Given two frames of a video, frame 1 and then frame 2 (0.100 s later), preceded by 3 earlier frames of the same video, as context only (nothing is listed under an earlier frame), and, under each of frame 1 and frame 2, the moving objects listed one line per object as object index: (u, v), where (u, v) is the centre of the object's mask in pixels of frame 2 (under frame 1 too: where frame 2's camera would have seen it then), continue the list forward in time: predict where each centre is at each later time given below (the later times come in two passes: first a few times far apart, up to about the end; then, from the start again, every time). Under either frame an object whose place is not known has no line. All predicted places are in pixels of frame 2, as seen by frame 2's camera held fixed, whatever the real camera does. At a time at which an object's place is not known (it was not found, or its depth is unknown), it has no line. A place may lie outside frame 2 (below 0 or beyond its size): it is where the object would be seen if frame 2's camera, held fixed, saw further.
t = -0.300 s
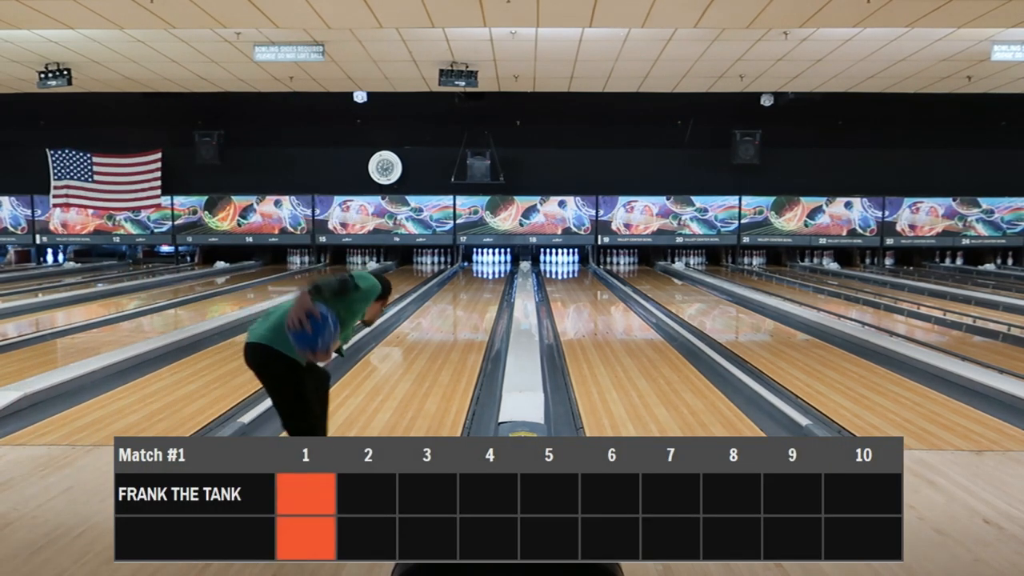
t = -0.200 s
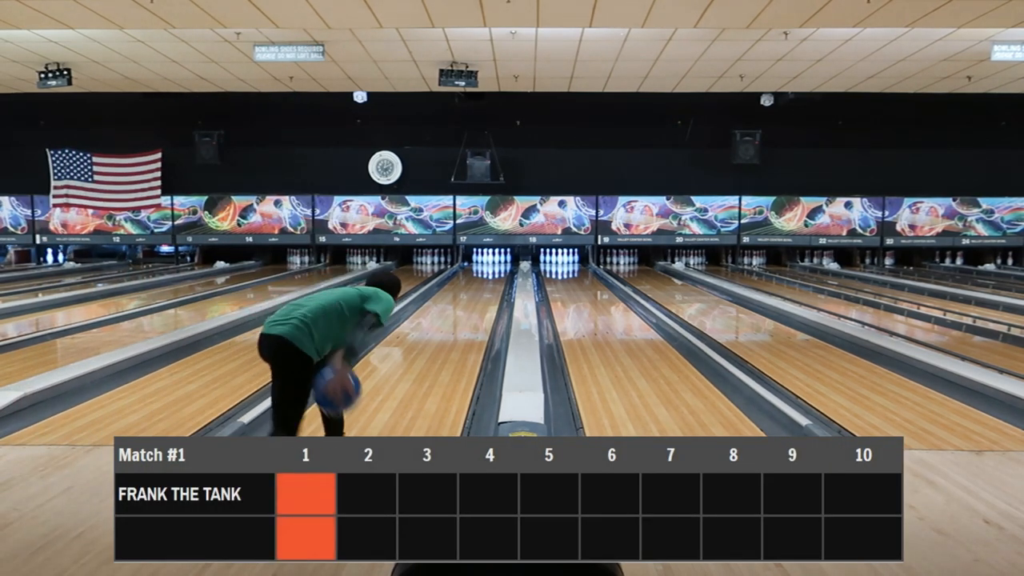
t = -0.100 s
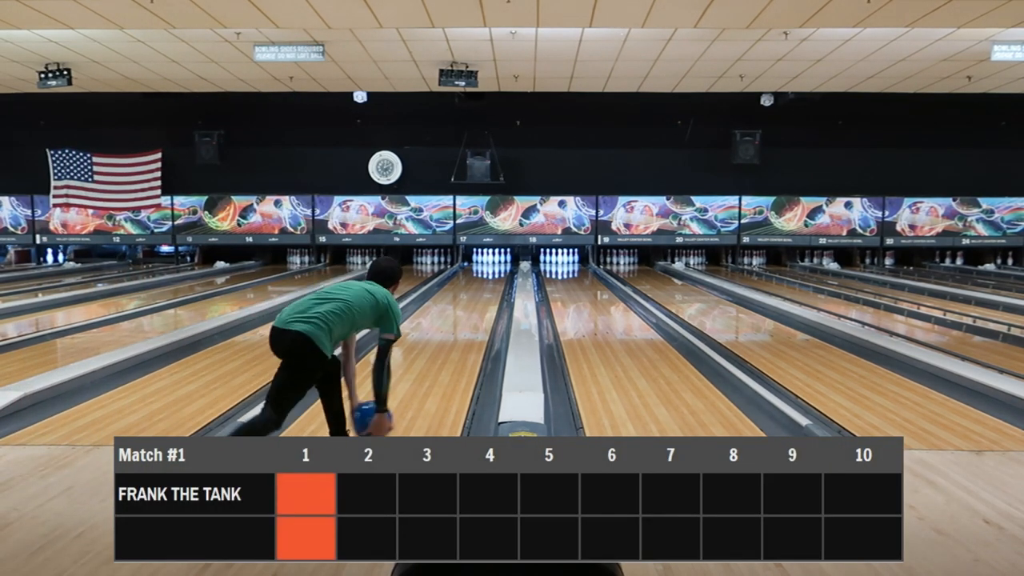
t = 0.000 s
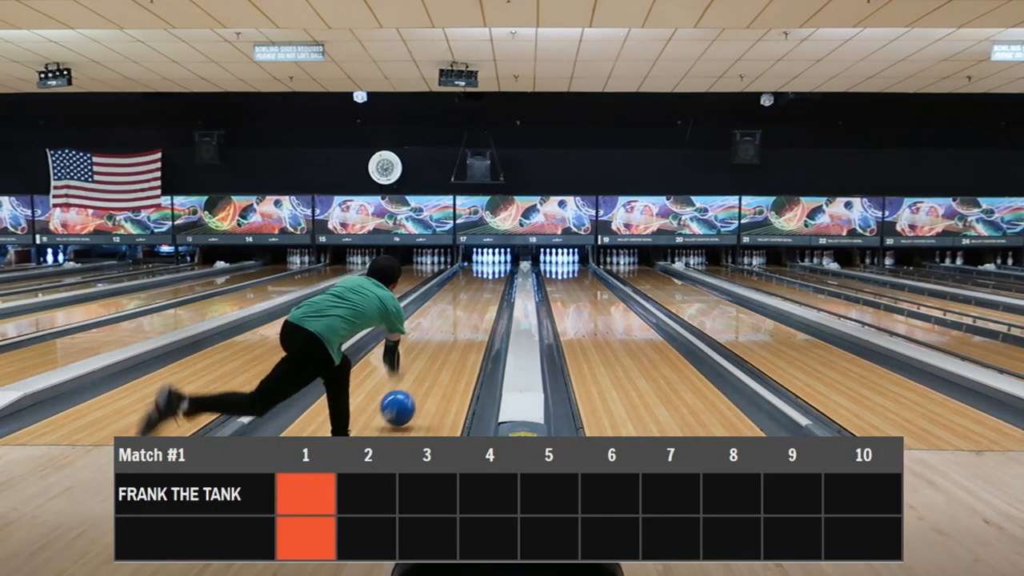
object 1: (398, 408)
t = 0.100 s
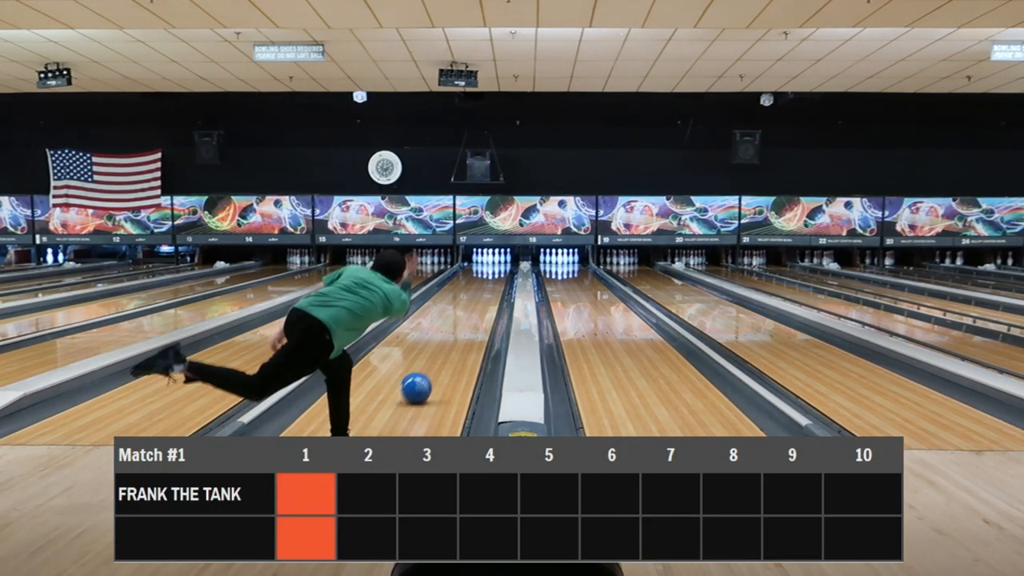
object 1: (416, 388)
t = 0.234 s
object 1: (434, 364)
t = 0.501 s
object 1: (459, 332)
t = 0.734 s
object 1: (473, 314)
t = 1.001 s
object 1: (484, 300)
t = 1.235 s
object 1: (491, 290)
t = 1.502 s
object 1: (496, 282)
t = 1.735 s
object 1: (498, 276)
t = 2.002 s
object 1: (499, 270)
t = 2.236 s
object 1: (499, 267)
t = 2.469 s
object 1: (497, 263)
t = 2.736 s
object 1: (496, 260)
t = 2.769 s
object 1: (496, 260)
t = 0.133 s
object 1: (421, 381)
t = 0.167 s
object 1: (426, 375)
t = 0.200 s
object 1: (430, 369)
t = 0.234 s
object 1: (434, 364)
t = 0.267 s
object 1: (438, 359)
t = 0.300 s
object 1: (442, 354)
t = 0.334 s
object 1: (445, 350)
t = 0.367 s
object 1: (448, 346)
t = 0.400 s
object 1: (451, 342)
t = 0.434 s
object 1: (454, 338)
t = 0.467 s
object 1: (457, 335)
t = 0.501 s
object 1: (459, 332)
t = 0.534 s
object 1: (461, 329)
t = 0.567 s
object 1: (464, 326)
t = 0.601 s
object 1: (466, 324)
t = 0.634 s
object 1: (468, 321)
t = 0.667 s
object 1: (470, 319)
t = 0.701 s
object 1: (471, 316)
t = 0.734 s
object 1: (473, 314)
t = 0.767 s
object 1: (475, 312)
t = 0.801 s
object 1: (476, 310)
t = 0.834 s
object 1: (478, 308)
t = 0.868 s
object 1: (479, 306)
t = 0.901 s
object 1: (480, 304)
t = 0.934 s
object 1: (482, 303)
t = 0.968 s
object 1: (483, 301)
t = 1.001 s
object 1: (484, 300)
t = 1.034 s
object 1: (485, 298)
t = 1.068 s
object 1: (486, 296)
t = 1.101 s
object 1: (487, 295)
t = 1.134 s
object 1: (488, 294)
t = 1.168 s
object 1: (489, 293)
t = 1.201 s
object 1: (490, 291)
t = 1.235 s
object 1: (491, 290)
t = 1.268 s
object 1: (491, 288)
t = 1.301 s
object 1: (492, 288)
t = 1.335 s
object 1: (492, 287)
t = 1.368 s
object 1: (493, 285)
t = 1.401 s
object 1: (494, 284)
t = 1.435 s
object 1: (494, 283)
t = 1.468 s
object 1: (495, 283)
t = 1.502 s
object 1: (496, 282)
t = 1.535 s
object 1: (496, 281)
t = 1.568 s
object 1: (497, 280)
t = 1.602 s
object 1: (497, 279)
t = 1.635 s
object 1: (497, 278)
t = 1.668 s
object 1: (497, 277)
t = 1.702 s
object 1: (498, 276)
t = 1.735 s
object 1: (498, 276)
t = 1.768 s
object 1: (498, 275)
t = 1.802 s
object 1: (498, 274)
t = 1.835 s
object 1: (498, 273)
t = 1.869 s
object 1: (498, 273)
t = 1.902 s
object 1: (499, 272)
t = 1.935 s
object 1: (499, 271)
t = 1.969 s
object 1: (499, 271)
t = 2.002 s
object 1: (499, 270)
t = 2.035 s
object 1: (499, 270)
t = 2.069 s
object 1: (499, 269)
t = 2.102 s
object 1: (499, 269)
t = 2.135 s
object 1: (499, 268)
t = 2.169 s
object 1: (499, 268)
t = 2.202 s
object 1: (499, 267)
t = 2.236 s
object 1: (499, 267)
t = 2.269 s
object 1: (499, 266)
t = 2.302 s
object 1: (498, 266)
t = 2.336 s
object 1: (498, 265)
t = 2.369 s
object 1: (498, 265)
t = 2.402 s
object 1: (498, 264)
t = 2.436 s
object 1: (498, 264)
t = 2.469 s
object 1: (497, 263)
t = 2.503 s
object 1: (497, 263)
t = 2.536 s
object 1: (496, 262)
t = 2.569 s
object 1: (496, 262)
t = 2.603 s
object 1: (496, 261)
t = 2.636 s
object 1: (496, 261)
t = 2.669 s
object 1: (496, 261)
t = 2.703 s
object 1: (496, 260)
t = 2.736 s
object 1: (496, 260)
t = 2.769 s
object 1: (496, 260)
